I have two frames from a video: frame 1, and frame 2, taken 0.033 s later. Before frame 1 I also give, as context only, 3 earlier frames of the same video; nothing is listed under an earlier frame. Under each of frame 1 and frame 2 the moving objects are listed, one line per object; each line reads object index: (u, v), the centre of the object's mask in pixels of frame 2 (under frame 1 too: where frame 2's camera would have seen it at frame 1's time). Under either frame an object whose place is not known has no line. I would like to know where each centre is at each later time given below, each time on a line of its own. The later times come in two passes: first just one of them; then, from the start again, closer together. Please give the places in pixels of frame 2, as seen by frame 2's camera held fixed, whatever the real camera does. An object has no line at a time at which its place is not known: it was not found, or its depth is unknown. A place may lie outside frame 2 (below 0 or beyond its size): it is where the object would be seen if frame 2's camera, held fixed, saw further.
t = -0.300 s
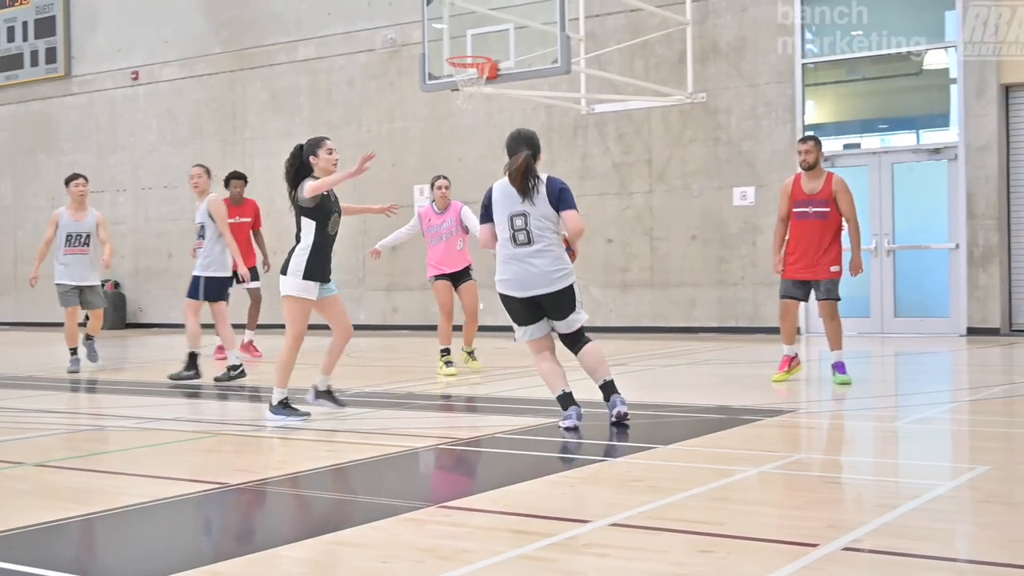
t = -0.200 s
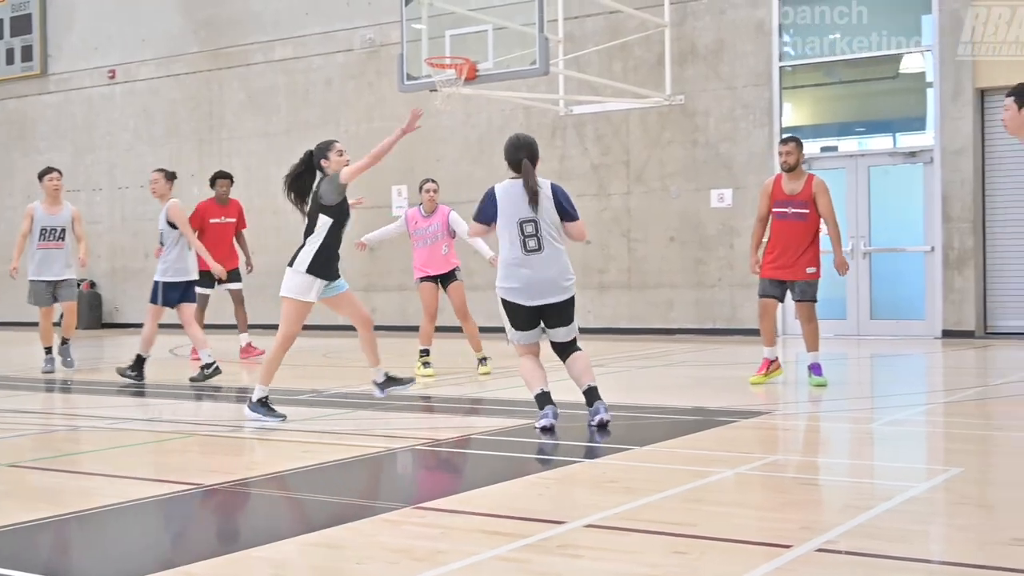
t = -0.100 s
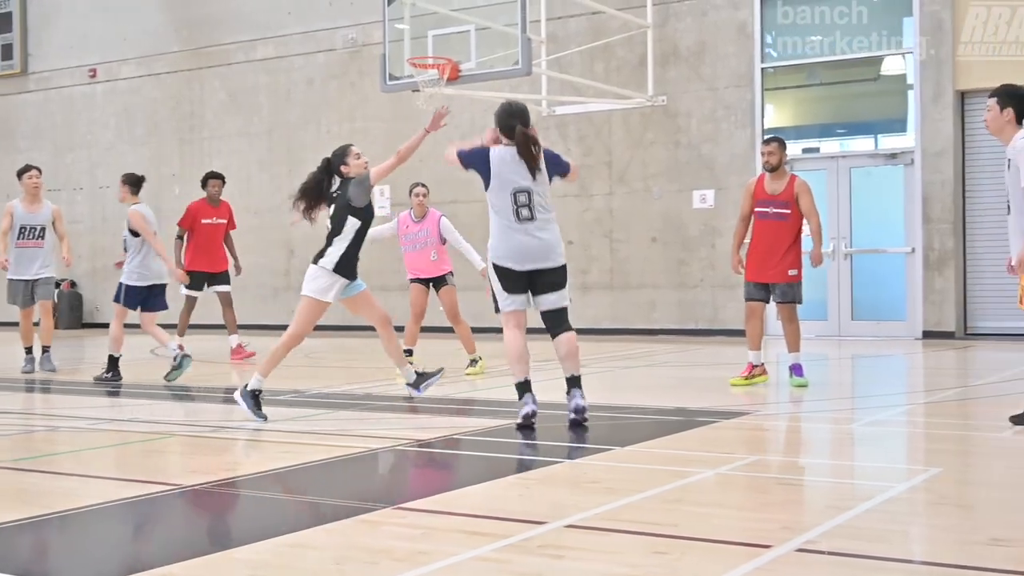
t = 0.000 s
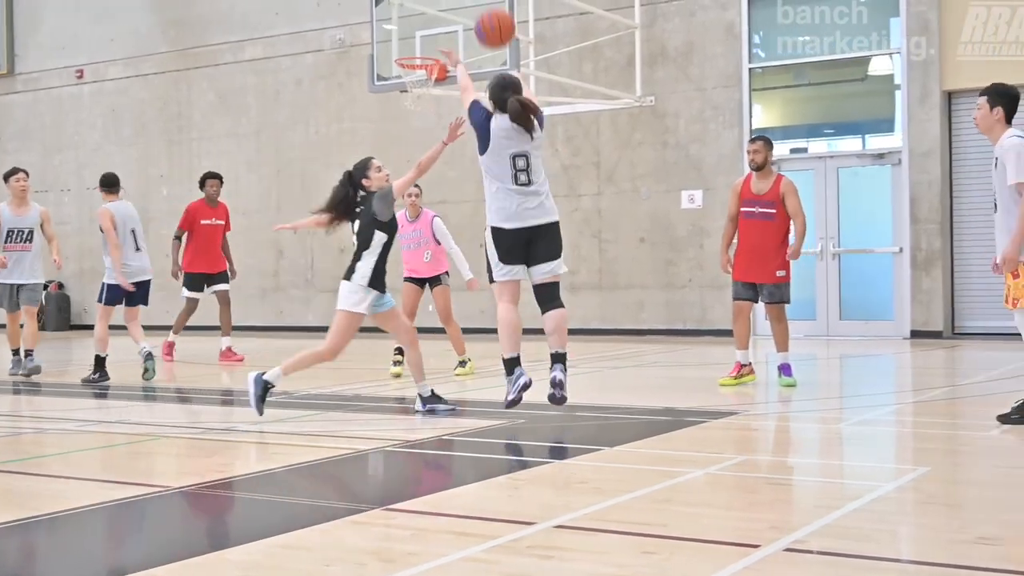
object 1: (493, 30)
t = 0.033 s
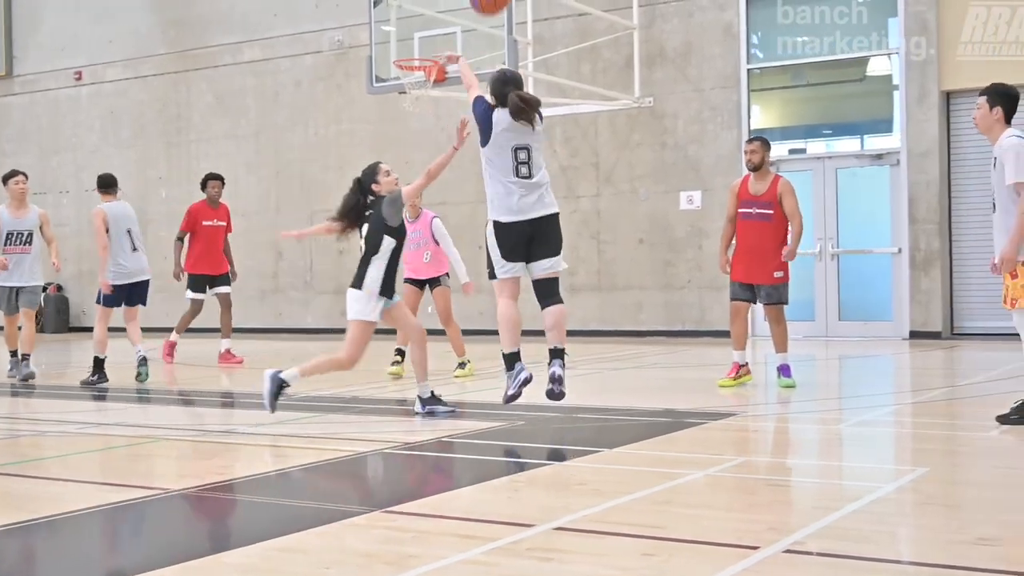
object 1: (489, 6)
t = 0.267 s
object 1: (465, -162)
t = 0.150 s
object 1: (474, -89)
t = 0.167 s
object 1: (473, -104)
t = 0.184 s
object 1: (471, -119)
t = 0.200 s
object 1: (471, -131)
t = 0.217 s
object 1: (469, -140)
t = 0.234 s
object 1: (468, -147)
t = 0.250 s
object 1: (466, -155)
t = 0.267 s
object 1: (465, -162)
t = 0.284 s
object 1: (464, -168)
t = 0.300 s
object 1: (463, -174)
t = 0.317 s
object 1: (461, -180)
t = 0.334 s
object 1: (460, -185)
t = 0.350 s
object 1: (459, -189)
